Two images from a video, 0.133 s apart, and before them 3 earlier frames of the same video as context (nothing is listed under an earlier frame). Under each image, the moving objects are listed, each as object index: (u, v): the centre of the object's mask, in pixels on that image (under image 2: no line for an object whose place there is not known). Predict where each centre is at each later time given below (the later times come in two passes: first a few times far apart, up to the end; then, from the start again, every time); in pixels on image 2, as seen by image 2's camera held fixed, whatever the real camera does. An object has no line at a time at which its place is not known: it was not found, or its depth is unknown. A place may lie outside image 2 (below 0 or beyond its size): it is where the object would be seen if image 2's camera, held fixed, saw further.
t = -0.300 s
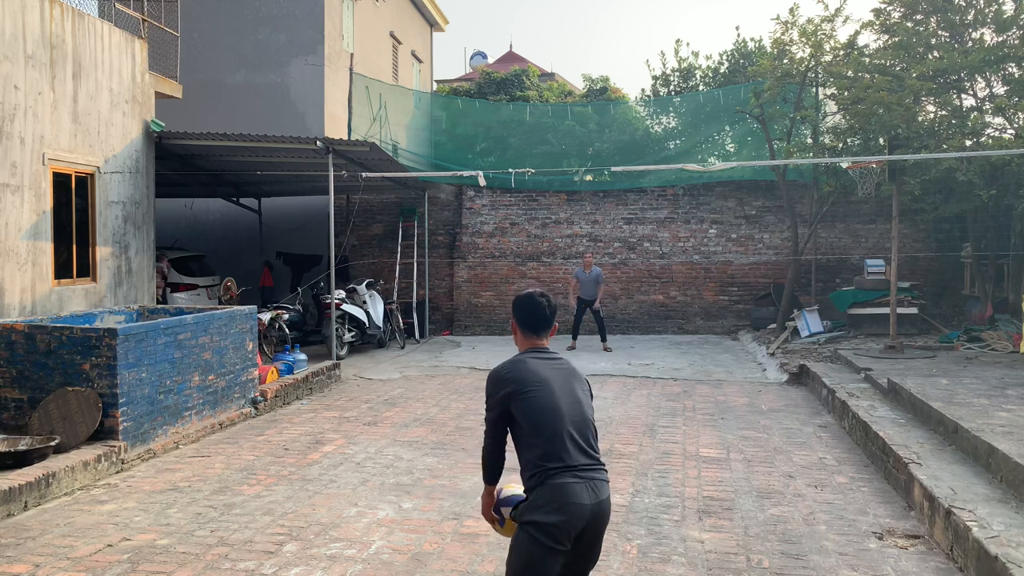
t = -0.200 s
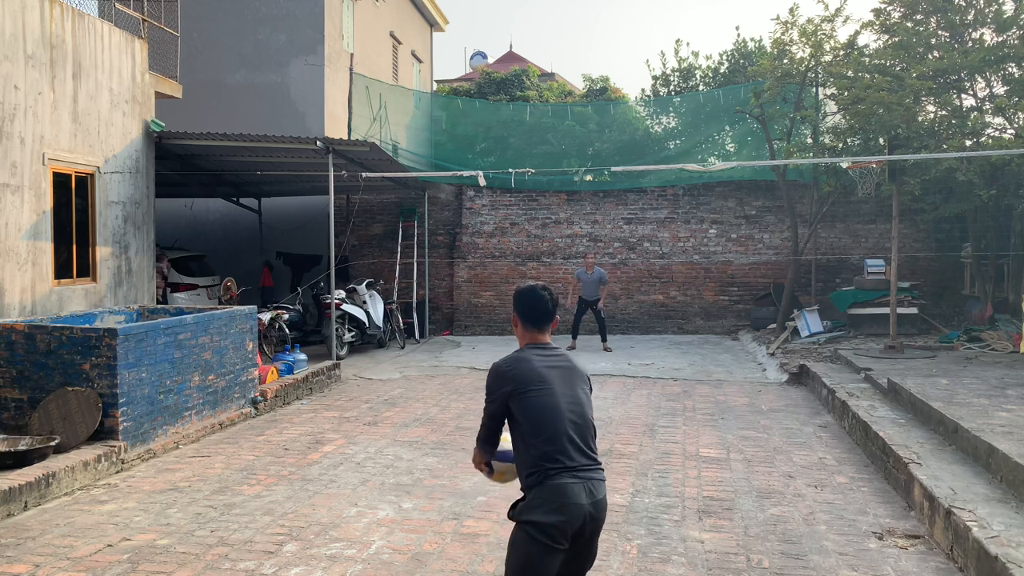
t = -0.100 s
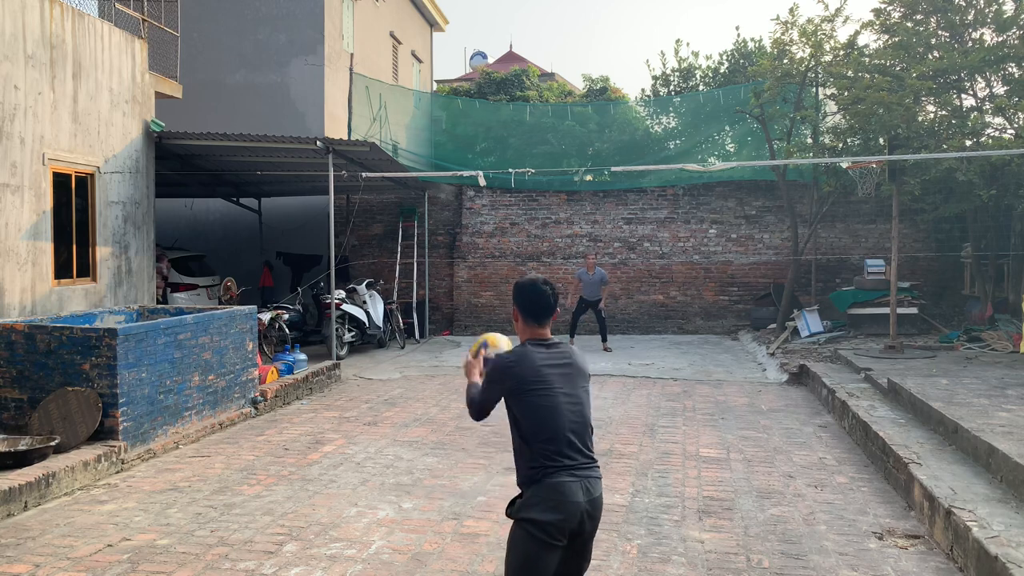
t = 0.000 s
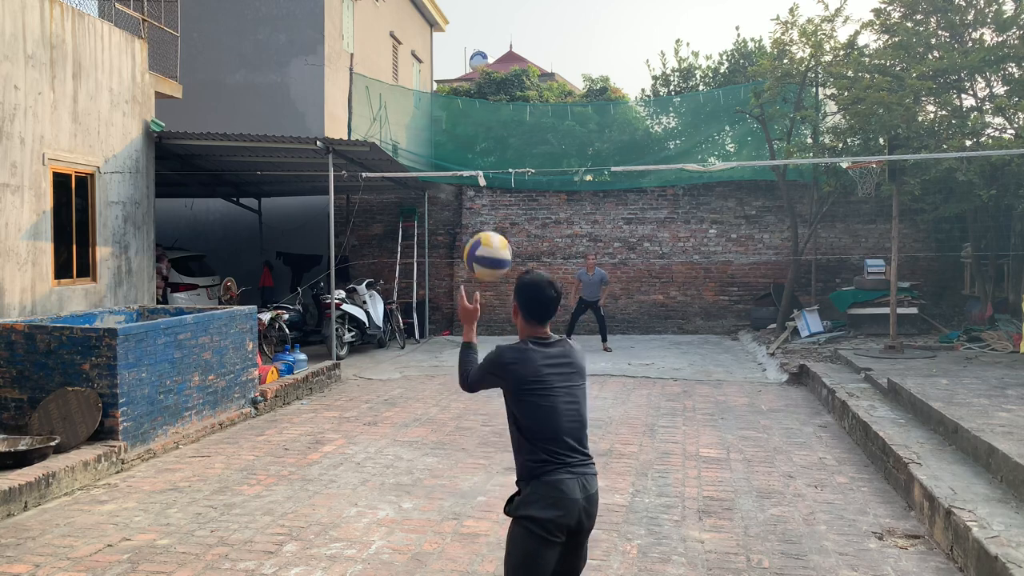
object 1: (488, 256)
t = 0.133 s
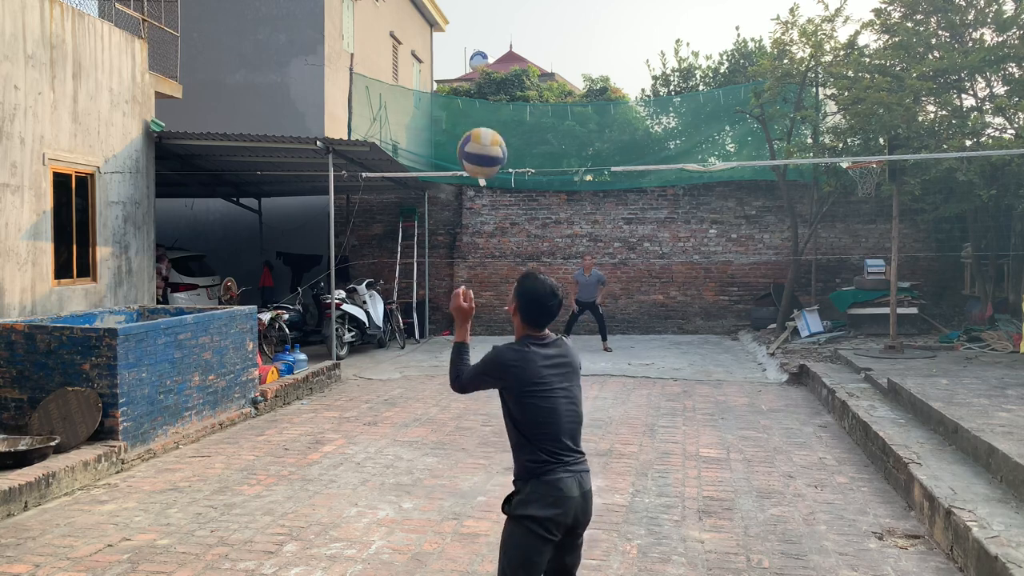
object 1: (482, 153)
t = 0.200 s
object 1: (479, 115)
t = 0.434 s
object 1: (465, 66)
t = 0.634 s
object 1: (454, 127)
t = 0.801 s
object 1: (444, 255)
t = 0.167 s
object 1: (480, 133)
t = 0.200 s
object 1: (479, 115)
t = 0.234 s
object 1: (477, 100)
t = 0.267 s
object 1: (475, 88)
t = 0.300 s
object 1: (473, 77)
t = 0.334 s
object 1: (471, 71)
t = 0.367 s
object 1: (469, 67)
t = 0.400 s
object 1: (466, 65)
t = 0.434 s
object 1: (465, 66)
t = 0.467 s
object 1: (463, 68)
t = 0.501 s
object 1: (461, 75)
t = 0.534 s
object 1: (459, 84)
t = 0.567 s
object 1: (458, 95)
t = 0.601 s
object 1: (456, 110)
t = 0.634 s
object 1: (454, 127)
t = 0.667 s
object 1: (452, 147)
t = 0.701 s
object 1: (450, 169)
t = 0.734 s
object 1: (448, 196)
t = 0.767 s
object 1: (446, 225)
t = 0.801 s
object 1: (444, 255)
